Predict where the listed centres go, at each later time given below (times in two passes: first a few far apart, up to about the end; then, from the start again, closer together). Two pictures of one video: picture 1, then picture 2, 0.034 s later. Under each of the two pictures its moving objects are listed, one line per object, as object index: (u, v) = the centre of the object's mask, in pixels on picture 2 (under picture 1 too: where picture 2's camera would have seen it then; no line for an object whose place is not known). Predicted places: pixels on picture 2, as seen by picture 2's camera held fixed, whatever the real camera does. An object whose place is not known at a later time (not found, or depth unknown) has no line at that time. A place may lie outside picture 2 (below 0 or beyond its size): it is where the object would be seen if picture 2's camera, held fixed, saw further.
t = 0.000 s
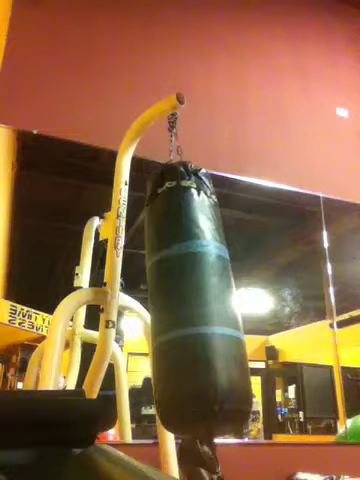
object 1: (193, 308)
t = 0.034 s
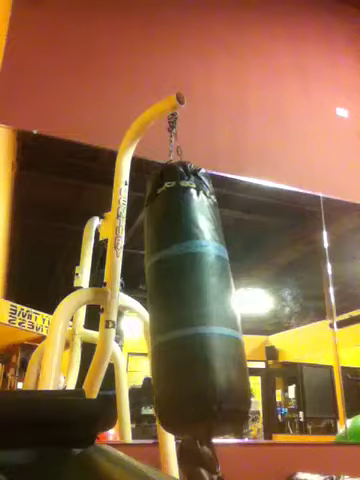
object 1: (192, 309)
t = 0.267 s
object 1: (181, 310)
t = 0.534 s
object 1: (159, 310)
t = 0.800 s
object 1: (149, 308)
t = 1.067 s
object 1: (148, 307)
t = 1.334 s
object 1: (159, 308)
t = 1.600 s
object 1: (178, 307)
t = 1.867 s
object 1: (192, 308)
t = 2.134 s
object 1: (190, 309)
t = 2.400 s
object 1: (176, 313)
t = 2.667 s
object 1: (156, 310)
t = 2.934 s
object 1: (148, 307)
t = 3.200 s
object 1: (152, 307)
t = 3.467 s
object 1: (166, 308)
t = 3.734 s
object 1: (184, 307)
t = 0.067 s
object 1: (191, 309)
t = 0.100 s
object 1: (189, 309)
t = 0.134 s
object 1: (188, 309)
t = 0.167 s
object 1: (186, 309)
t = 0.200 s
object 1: (184, 310)
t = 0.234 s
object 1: (182, 310)
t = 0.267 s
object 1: (181, 310)
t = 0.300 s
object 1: (179, 312)
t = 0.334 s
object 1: (176, 313)
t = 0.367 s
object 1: (171, 310)
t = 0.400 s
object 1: (169, 310)
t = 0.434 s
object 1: (166, 310)
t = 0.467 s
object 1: (163, 309)
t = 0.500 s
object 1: (161, 309)
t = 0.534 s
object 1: (159, 310)
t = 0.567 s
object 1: (157, 309)
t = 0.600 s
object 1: (156, 309)
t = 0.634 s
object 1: (154, 309)
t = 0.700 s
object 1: (152, 309)
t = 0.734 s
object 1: (151, 309)
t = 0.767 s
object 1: (150, 308)
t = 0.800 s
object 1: (149, 308)
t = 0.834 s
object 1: (148, 308)
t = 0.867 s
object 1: (147, 308)
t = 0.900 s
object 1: (147, 308)
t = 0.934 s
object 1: (147, 308)
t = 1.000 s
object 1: (147, 307)
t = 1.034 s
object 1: (147, 307)
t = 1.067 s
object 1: (148, 307)
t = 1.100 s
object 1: (148, 307)
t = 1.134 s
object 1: (150, 307)
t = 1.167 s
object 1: (151, 306)
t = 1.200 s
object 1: (152, 307)
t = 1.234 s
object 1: (154, 307)
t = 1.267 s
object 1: (155, 308)
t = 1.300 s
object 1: (157, 309)
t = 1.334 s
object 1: (159, 308)
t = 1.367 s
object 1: (162, 308)
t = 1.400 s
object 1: (164, 309)
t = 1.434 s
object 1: (166, 307)
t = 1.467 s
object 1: (169, 307)
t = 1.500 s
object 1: (171, 308)
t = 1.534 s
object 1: (174, 308)
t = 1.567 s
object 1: (176, 308)
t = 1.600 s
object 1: (178, 307)
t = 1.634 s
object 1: (181, 307)
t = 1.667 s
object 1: (183, 308)
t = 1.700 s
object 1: (185, 308)
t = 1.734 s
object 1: (186, 308)
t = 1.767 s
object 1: (188, 308)
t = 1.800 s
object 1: (190, 309)
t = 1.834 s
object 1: (191, 309)
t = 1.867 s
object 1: (192, 308)
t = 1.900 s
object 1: (192, 308)
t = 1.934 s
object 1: (193, 308)
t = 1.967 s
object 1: (193, 308)
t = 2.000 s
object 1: (193, 308)
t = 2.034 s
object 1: (193, 308)
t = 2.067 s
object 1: (192, 308)
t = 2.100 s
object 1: (191, 309)
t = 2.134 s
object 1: (190, 309)
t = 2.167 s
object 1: (188, 309)
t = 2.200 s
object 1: (187, 309)
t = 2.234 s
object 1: (185, 309)
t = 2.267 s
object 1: (183, 310)
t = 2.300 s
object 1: (181, 310)
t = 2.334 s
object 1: (180, 311)
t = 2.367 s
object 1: (178, 312)
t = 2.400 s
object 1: (176, 313)
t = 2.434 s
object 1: (172, 310)
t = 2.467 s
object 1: (169, 310)
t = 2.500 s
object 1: (167, 310)
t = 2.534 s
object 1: (164, 311)
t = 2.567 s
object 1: (162, 311)
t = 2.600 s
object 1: (160, 310)
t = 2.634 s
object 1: (159, 310)
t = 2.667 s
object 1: (156, 310)
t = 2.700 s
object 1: (155, 310)
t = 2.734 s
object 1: (153, 310)
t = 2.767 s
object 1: (152, 308)
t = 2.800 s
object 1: (151, 308)
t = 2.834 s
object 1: (149, 308)
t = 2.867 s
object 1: (149, 308)
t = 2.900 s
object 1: (148, 307)
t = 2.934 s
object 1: (148, 307)
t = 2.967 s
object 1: (148, 307)
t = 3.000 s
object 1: (148, 307)
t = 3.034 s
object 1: (148, 308)
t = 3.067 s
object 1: (148, 308)
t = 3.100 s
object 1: (149, 308)
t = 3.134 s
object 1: (149, 308)
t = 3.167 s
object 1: (151, 307)
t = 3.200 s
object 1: (152, 307)
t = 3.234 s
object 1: (153, 308)
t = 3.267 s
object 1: (154, 308)
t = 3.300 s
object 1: (156, 308)
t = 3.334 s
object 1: (158, 308)
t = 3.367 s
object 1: (159, 308)
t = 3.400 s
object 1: (161, 308)
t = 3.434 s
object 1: (164, 308)
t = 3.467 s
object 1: (166, 308)
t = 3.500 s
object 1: (169, 308)
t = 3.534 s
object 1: (171, 307)
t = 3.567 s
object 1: (173, 308)
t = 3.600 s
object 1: (176, 309)
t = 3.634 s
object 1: (177, 307)
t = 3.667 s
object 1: (179, 306)
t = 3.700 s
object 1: (182, 308)
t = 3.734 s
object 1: (184, 307)
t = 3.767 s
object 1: (185, 308)
